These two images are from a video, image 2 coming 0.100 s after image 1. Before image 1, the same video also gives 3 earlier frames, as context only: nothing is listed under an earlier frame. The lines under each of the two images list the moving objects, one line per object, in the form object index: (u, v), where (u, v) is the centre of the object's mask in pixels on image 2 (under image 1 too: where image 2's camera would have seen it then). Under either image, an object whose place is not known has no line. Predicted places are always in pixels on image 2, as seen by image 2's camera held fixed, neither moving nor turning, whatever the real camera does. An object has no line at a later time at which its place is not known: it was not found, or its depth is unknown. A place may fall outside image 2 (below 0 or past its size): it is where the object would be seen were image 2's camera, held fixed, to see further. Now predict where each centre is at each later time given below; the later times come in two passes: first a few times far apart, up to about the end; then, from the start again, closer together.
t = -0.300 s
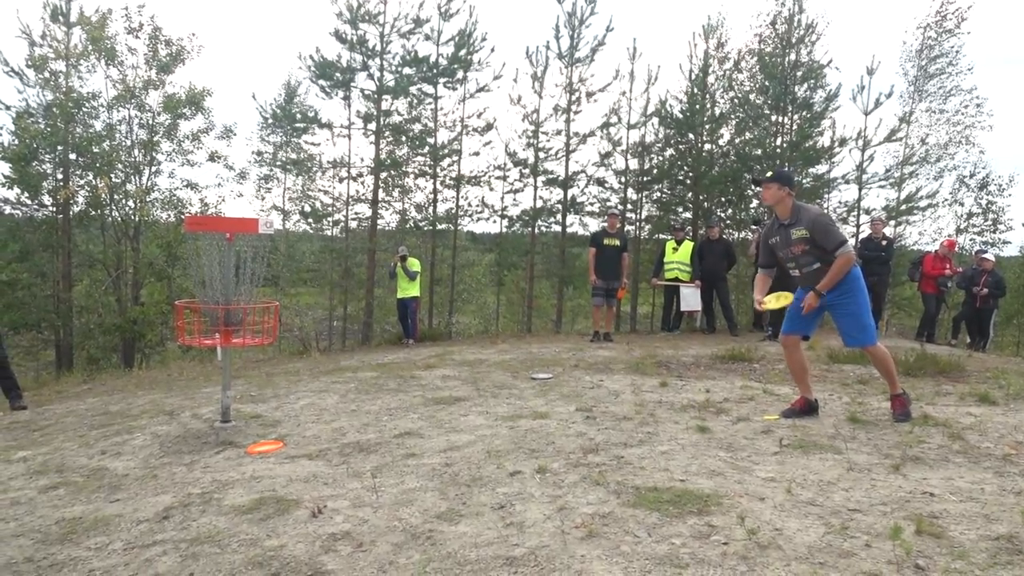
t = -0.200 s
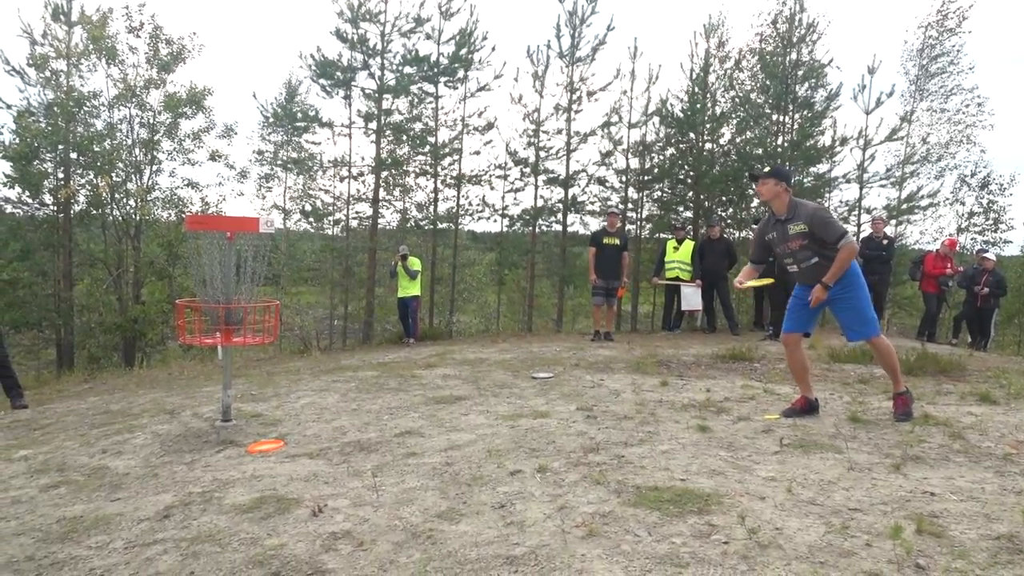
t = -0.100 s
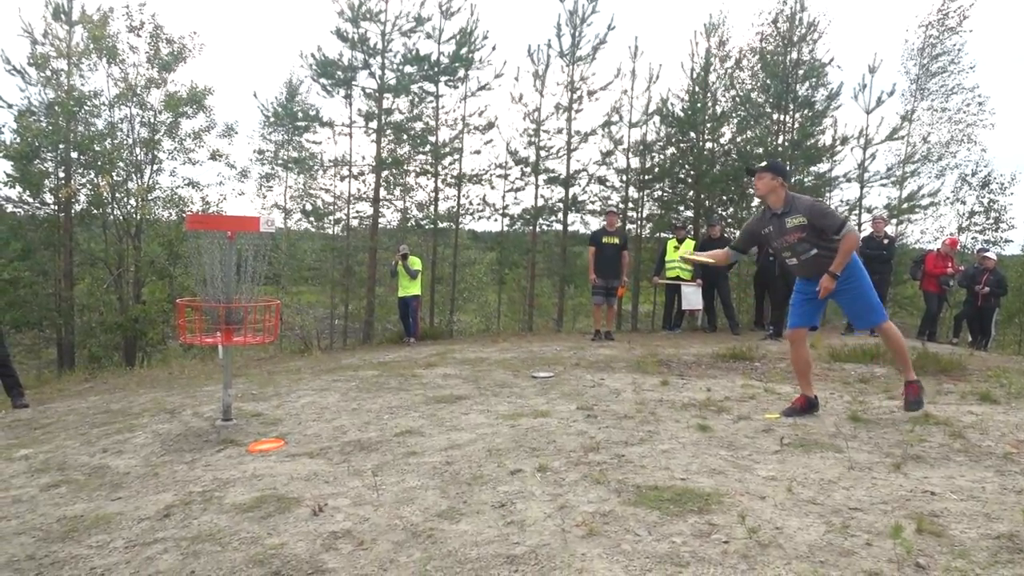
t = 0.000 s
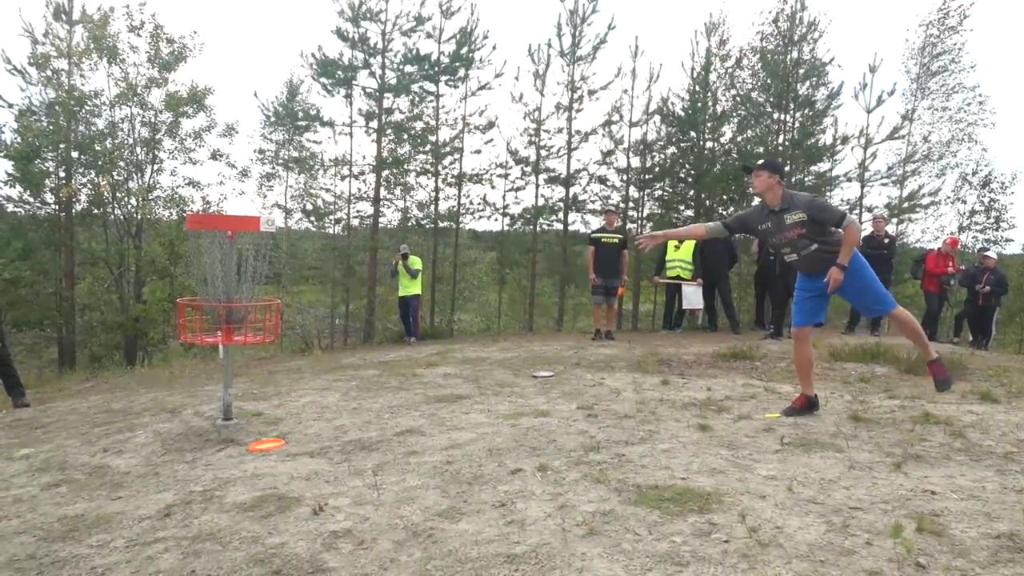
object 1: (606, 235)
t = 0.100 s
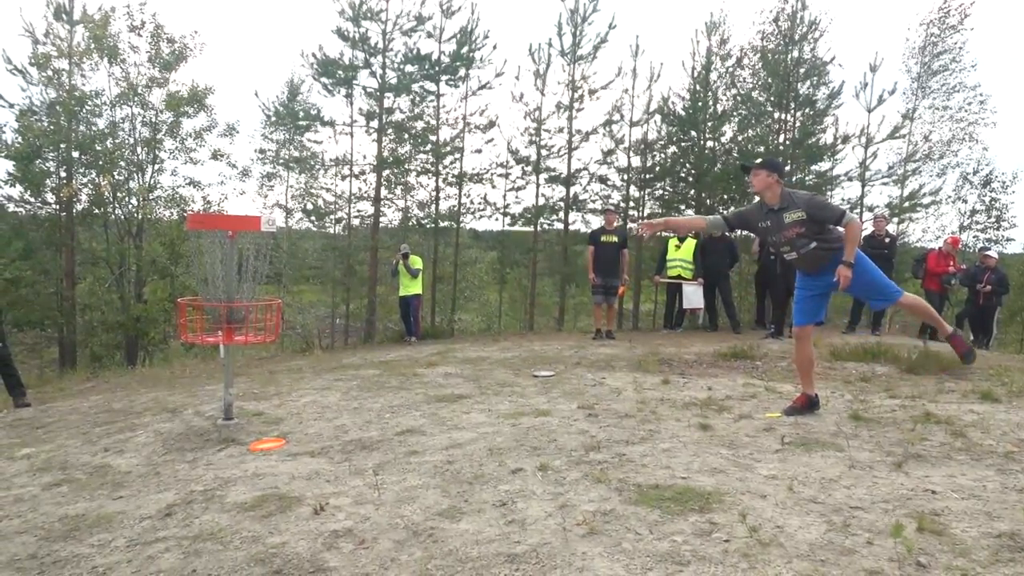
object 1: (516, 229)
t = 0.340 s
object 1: (314, 259)
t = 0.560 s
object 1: (242, 289)
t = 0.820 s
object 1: (250, 320)
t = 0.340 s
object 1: (314, 259)
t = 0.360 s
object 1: (298, 264)
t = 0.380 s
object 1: (282, 269)
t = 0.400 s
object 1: (270, 273)
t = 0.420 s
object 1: (260, 275)
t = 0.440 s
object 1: (254, 278)
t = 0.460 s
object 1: (249, 280)
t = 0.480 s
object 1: (247, 281)
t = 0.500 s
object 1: (244, 284)
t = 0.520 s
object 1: (244, 285)
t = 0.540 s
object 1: (243, 287)
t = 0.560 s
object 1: (242, 289)
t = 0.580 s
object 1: (242, 290)
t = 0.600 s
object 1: (241, 292)
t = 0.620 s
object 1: (241, 296)
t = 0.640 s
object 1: (241, 300)
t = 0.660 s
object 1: (241, 302)
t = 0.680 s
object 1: (241, 303)
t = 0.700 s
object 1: (242, 305)
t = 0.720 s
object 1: (243, 307)
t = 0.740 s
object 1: (245, 309)
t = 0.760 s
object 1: (246, 311)
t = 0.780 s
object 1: (248, 313)
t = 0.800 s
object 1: (250, 316)
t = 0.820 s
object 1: (250, 320)
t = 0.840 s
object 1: (251, 325)
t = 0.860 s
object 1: (251, 325)
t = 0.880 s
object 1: (252, 325)
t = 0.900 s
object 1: (251, 325)
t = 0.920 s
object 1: (251, 326)
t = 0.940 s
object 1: (252, 328)
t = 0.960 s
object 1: (255, 328)
